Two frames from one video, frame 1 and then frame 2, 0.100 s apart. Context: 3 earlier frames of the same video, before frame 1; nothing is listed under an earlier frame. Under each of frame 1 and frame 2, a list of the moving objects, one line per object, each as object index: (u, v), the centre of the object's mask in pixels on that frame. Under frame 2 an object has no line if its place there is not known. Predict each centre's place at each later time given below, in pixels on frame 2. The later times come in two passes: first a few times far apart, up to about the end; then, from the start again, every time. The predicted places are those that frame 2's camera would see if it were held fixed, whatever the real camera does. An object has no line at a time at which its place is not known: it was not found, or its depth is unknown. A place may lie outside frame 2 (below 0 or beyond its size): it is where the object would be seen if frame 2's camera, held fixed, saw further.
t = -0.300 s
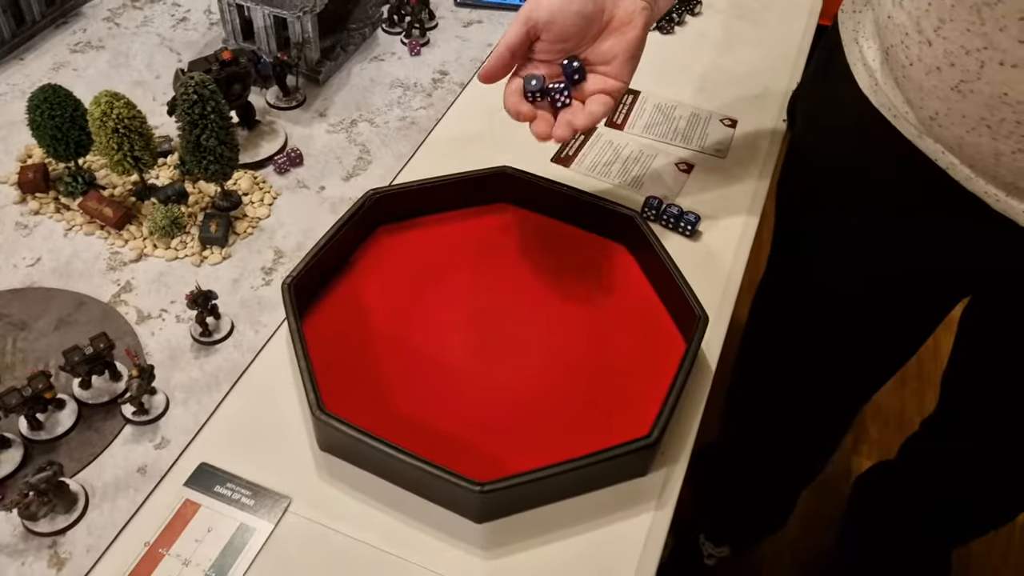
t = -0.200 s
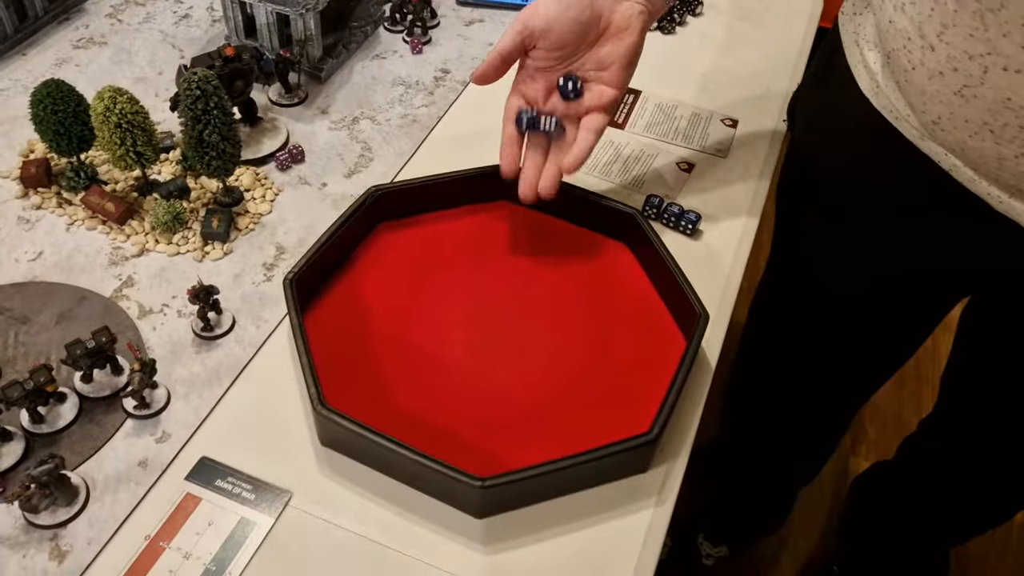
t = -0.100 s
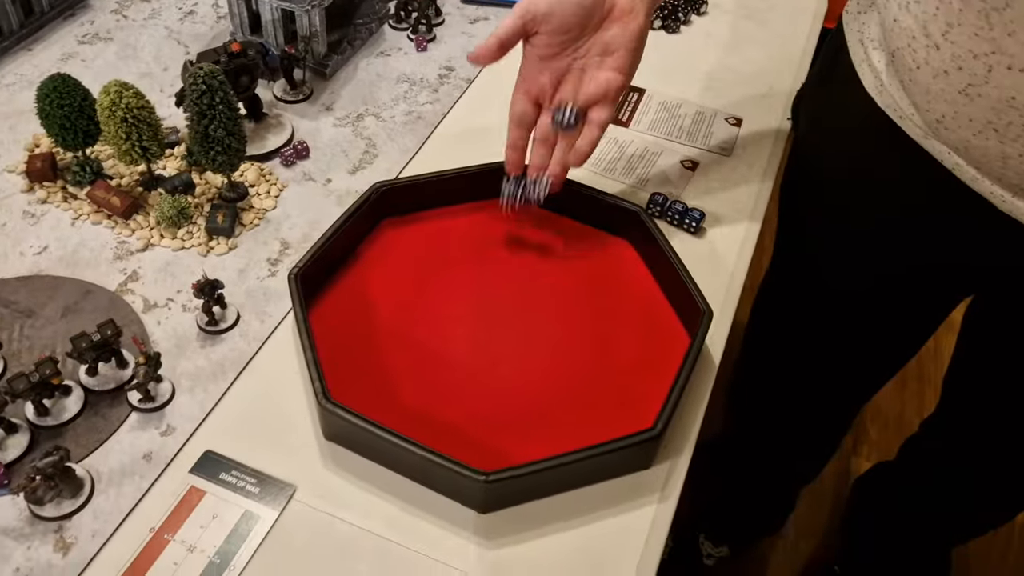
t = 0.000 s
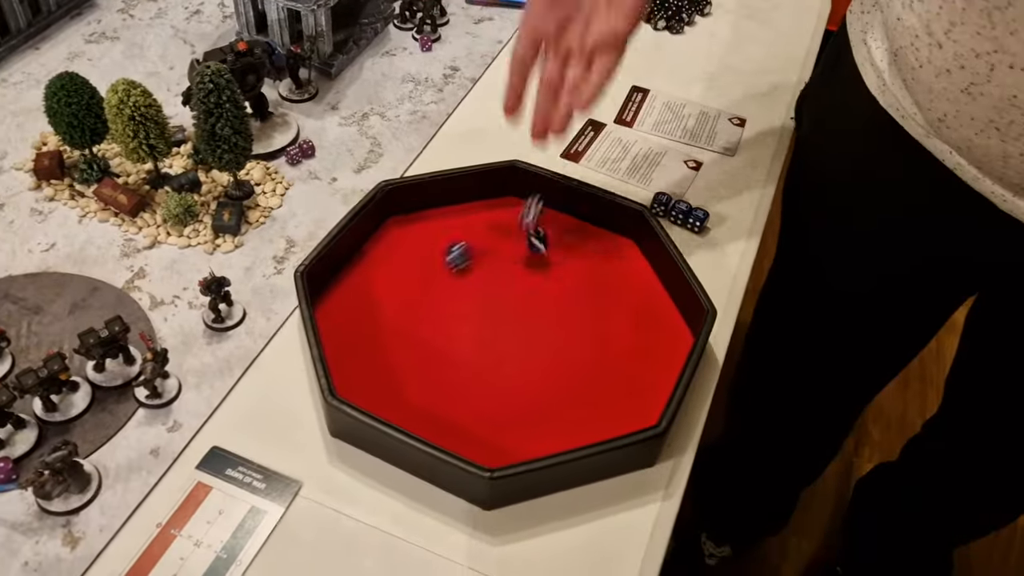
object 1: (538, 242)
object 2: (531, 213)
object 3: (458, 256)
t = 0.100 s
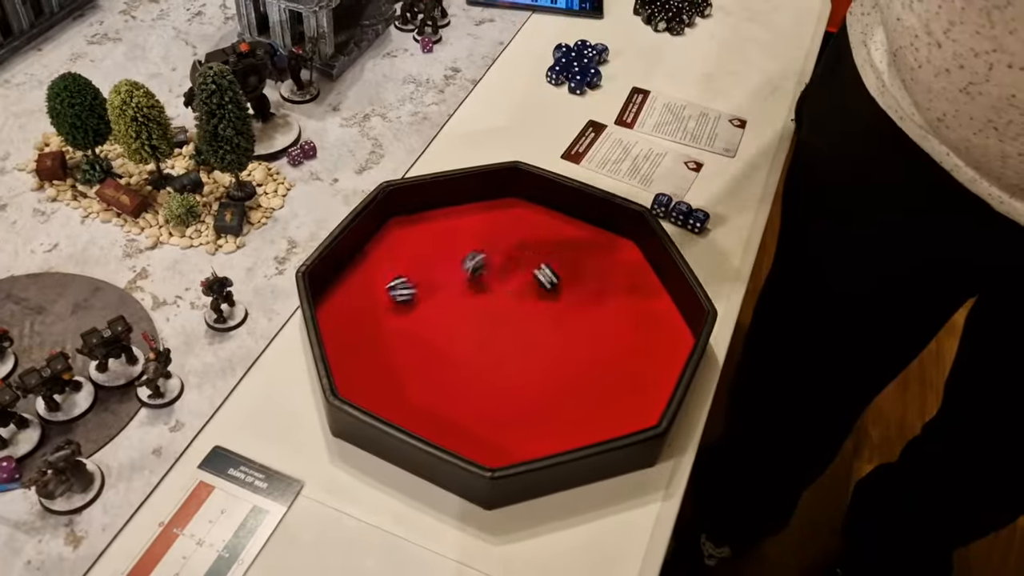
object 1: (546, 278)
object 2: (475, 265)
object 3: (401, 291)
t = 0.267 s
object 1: (590, 322)
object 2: (401, 318)
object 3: (349, 335)
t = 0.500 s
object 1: (628, 318)
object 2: (370, 367)
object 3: (336, 352)
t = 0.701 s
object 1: (633, 319)
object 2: (376, 375)
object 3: (336, 352)
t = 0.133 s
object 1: (552, 288)
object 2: (454, 281)
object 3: (383, 302)
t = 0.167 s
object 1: (560, 297)
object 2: (438, 291)
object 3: (370, 308)
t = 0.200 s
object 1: (569, 307)
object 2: (426, 301)
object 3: (359, 317)
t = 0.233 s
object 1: (579, 315)
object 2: (413, 309)
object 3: (350, 325)
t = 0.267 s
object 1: (590, 322)
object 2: (401, 318)
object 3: (349, 335)
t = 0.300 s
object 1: (600, 326)
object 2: (391, 325)
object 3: (346, 342)
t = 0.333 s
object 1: (608, 327)
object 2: (384, 335)
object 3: (341, 346)
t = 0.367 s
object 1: (616, 327)
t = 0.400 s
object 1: (621, 324)
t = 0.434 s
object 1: (624, 322)
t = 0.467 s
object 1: (626, 319)
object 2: (366, 364)
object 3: (336, 352)
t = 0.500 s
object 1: (628, 318)
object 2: (370, 367)
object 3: (336, 352)
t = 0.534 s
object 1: (633, 316)
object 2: (377, 371)
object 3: (336, 353)
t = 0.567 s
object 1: (635, 316)
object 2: (380, 373)
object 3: (336, 352)
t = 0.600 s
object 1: (634, 318)
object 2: (378, 374)
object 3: (336, 353)
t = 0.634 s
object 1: (634, 318)
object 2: (375, 375)
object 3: (336, 353)
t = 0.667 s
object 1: (633, 319)
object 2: (375, 375)
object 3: (336, 353)
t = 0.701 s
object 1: (633, 319)
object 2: (376, 375)
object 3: (336, 352)
